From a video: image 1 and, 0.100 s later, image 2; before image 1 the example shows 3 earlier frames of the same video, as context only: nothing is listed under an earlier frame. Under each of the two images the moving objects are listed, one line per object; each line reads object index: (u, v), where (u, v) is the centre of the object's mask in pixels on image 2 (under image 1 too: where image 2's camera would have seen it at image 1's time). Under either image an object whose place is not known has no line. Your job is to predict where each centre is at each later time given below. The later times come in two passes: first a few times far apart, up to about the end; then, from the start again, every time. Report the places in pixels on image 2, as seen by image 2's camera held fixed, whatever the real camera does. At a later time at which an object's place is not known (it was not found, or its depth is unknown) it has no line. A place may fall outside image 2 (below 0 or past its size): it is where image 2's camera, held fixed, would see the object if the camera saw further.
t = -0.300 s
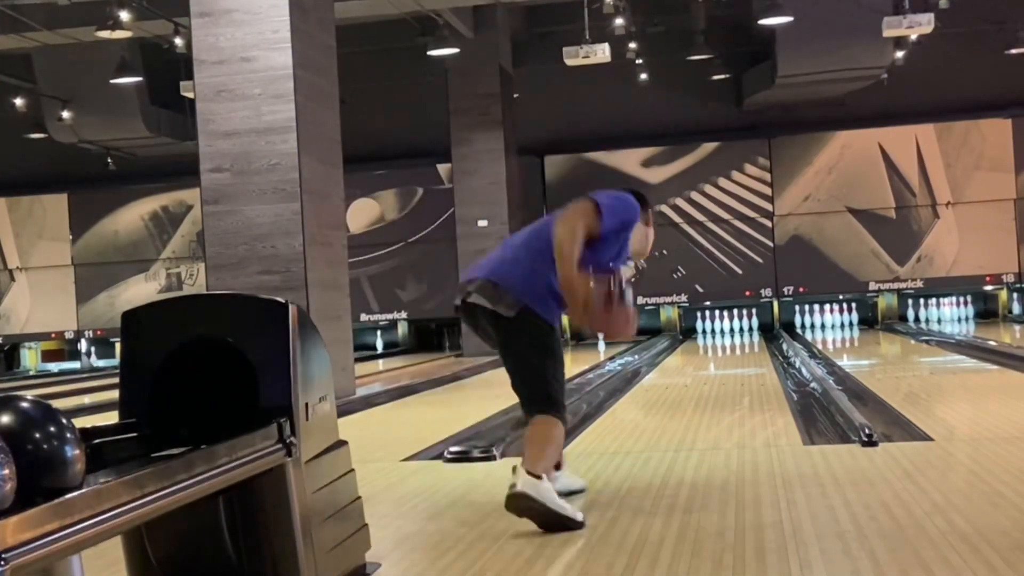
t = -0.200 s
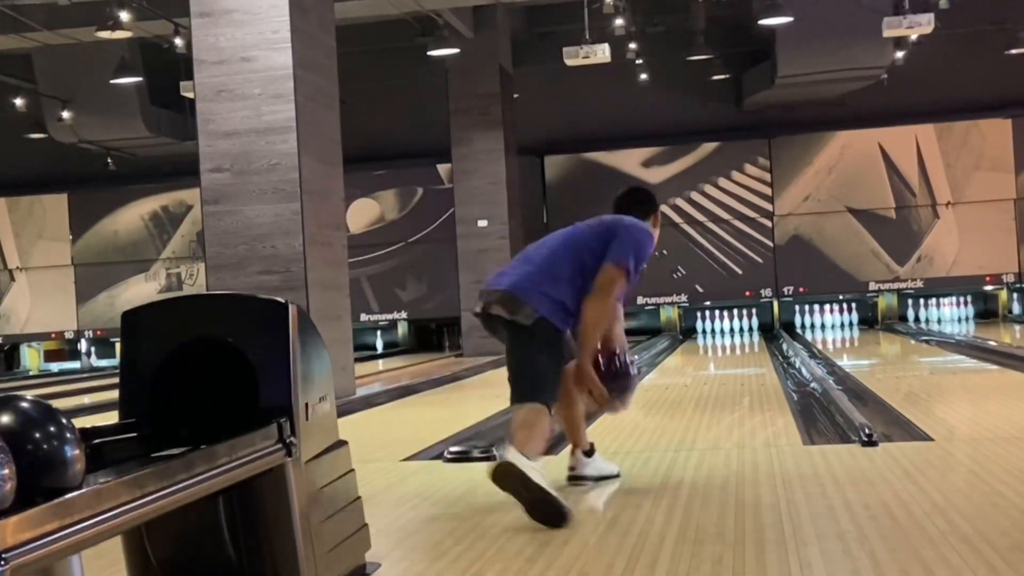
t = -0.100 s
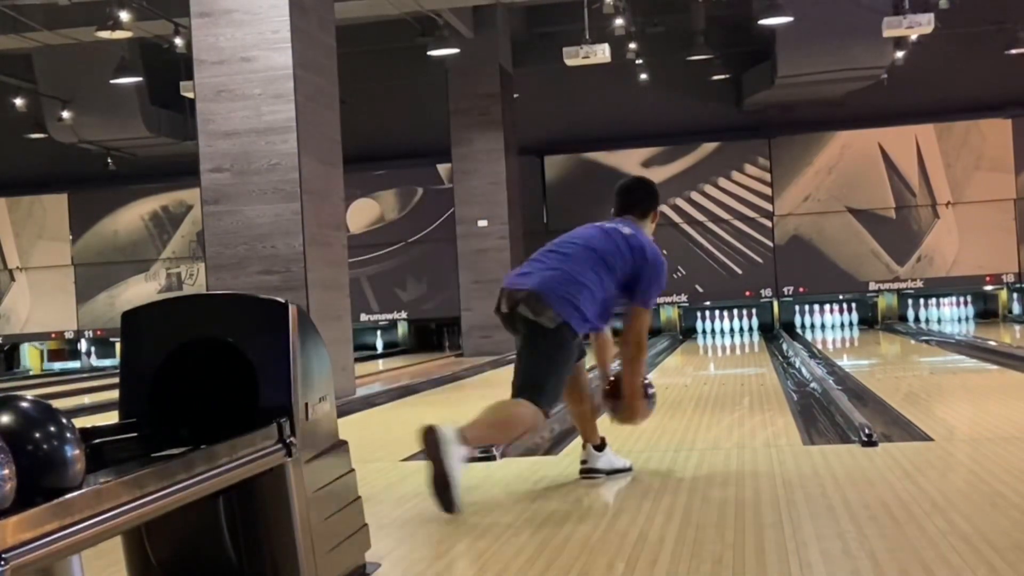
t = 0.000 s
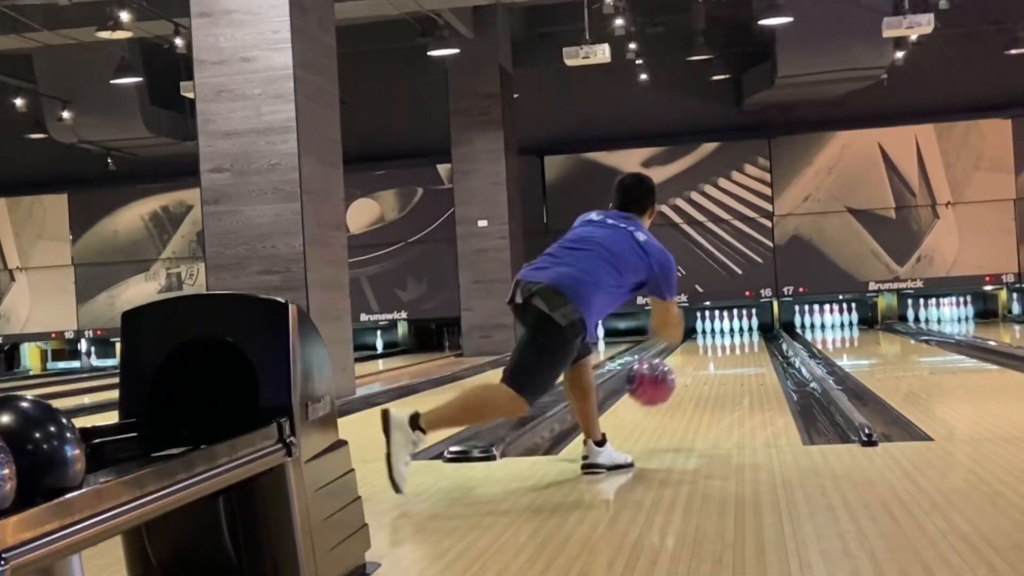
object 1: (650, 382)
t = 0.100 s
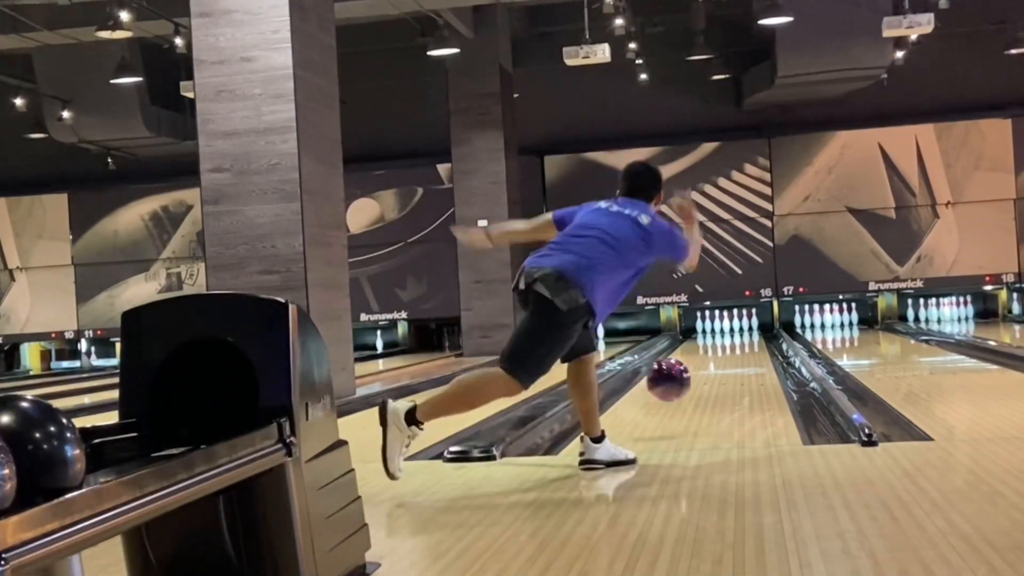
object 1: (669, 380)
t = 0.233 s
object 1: (689, 396)
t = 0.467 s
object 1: (711, 379)
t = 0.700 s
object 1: (726, 366)
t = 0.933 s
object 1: (737, 356)
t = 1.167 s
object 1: (744, 349)
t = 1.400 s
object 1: (750, 342)
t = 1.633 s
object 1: (753, 338)
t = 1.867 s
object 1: (755, 334)
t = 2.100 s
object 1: (752, 331)
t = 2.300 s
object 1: (748, 329)
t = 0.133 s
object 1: (674, 383)
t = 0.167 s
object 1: (679, 389)
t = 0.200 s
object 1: (684, 397)
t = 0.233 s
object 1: (689, 396)
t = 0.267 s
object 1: (692, 392)
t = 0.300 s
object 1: (696, 390)
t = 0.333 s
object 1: (699, 389)
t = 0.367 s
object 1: (702, 387)
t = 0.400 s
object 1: (705, 384)
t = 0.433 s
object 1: (708, 381)
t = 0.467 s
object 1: (711, 379)
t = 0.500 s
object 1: (713, 377)
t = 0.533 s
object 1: (716, 375)
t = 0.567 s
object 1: (718, 373)
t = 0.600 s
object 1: (720, 371)
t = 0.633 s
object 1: (722, 369)
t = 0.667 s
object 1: (724, 368)
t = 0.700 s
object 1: (726, 366)
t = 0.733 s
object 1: (728, 364)
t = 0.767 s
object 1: (730, 363)
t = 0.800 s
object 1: (731, 361)
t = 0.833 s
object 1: (732, 360)
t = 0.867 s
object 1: (735, 359)
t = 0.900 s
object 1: (736, 358)
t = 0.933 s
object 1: (737, 356)
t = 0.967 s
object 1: (738, 355)
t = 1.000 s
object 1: (739, 354)
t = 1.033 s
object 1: (741, 353)
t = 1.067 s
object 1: (742, 351)
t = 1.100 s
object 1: (743, 350)
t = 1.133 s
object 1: (744, 349)
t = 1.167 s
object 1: (744, 349)
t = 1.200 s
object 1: (745, 348)
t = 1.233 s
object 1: (746, 347)
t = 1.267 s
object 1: (747, 346)
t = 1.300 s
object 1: (748, 345)
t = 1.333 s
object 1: (749, 344)
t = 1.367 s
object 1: (750, 343)
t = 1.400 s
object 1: (750, 342)
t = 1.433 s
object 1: (751, 341)
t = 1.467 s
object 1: (751, 342)
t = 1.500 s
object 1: (751, 341)
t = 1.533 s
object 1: (752, 340)
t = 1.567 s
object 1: (752, 338)
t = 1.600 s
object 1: (752, 338)
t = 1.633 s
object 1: (753, 338)
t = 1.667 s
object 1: (753, 337)
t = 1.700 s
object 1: (754, 336)
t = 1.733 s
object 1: (754, 336)
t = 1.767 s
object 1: (754, 335)
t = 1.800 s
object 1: (754, 335)
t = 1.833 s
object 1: (755, 334)
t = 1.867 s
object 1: (755, 334)
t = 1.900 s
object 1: (755, 333)
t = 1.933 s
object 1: (754, 333)
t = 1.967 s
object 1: (754, 332)
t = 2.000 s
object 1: (754, 332)
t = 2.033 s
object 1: (753, 331)
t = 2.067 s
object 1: (753, 331)
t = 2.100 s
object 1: (752, 331)
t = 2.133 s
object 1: (752, 331)
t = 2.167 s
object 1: (751, 330)
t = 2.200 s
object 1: (750, 330)
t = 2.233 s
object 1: (749, 329)
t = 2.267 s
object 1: (748, 329)
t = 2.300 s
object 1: (748, 329)
